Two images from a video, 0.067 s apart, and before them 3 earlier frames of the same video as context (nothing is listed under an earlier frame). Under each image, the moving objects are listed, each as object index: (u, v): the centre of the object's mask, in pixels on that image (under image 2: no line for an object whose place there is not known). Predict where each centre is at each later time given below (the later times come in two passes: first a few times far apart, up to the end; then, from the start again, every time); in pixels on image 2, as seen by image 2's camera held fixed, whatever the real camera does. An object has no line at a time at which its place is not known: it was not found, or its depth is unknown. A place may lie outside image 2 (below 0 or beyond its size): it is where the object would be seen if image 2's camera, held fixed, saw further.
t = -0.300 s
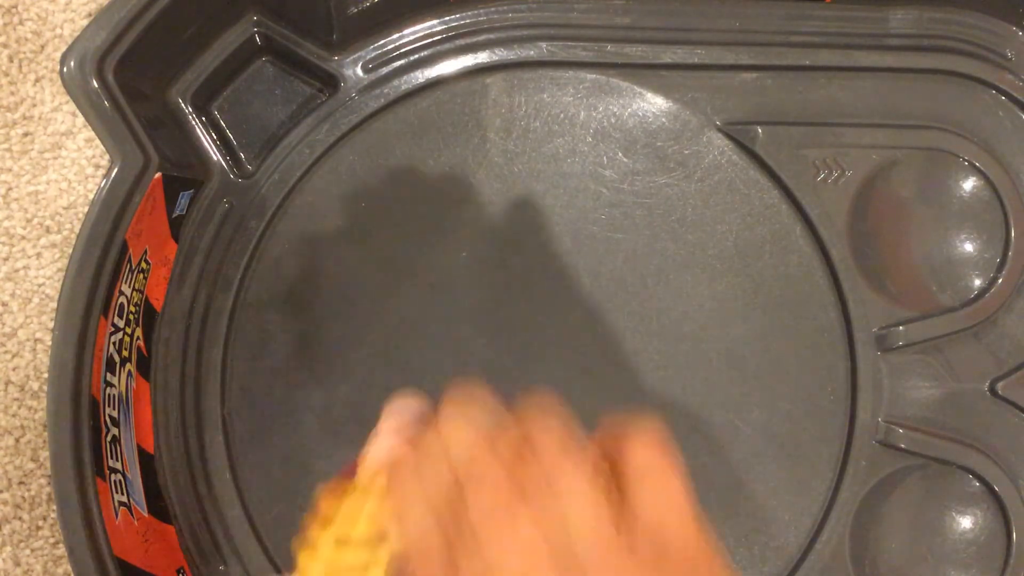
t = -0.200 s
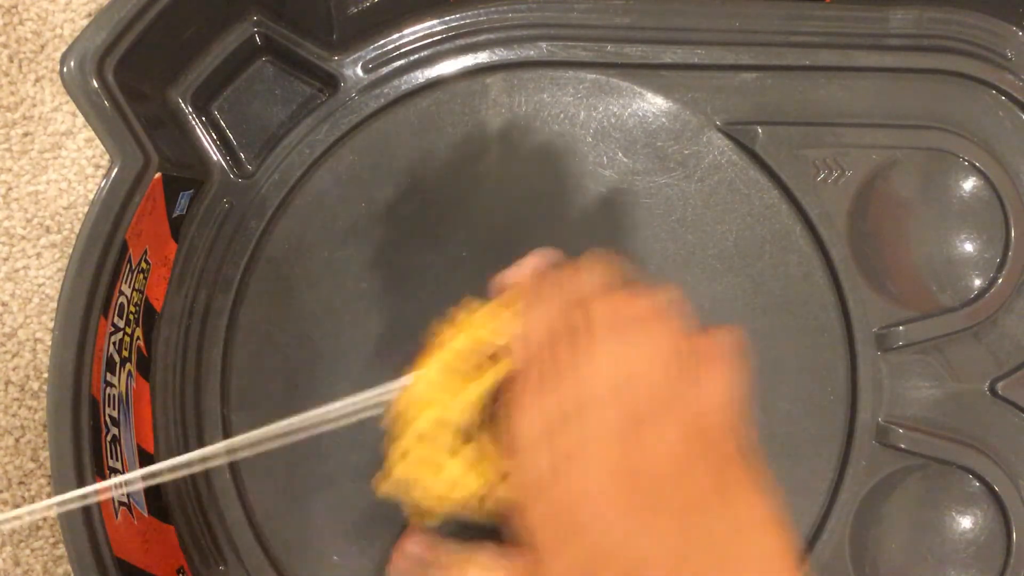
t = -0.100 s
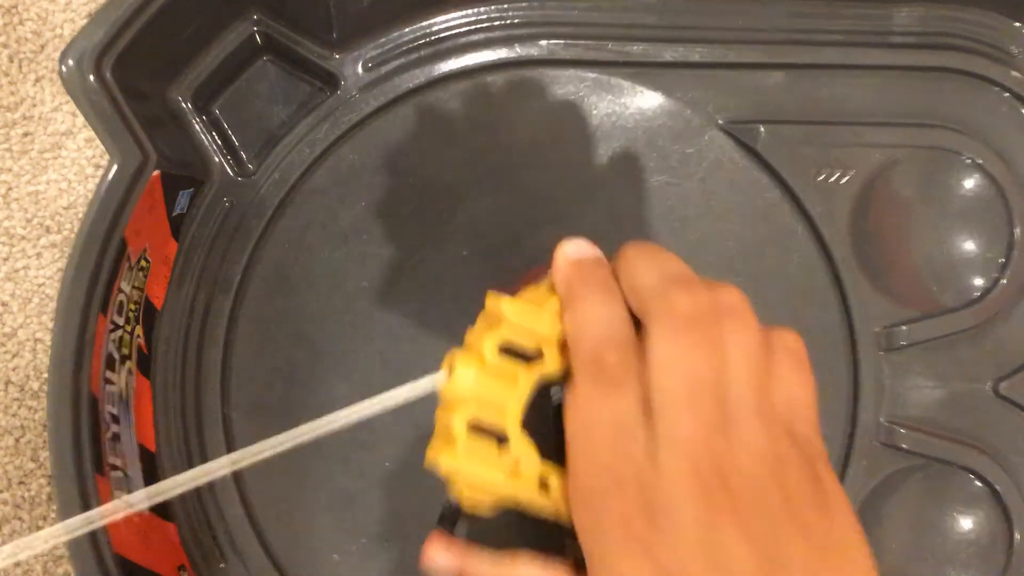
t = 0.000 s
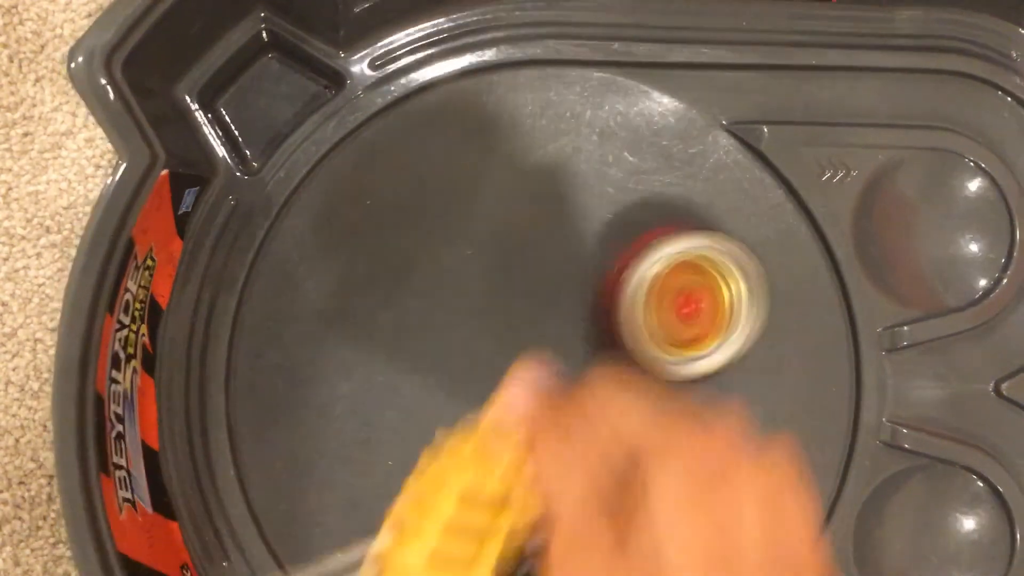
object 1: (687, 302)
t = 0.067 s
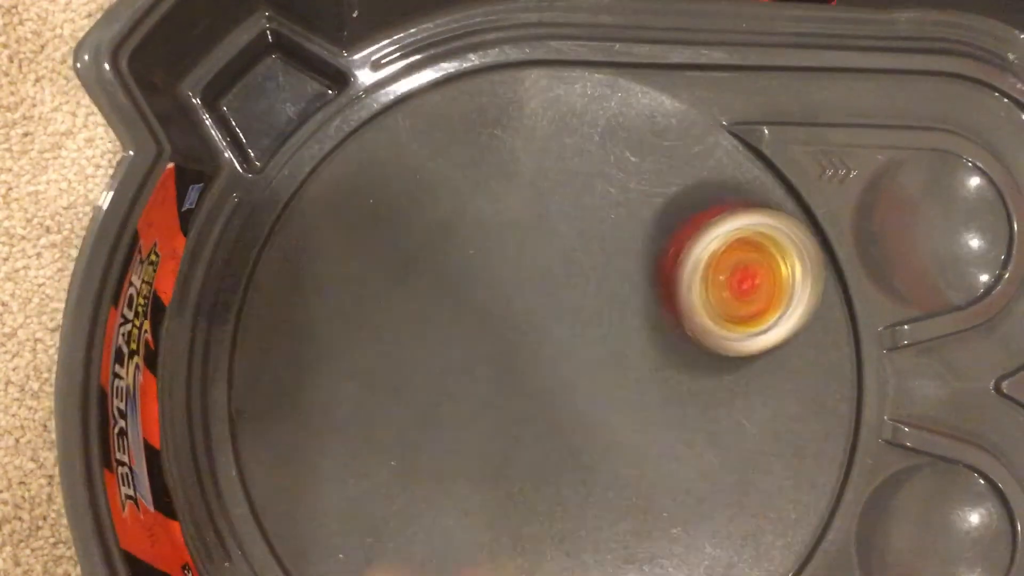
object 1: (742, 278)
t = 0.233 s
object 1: (806, 210)
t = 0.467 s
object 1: (670, 191)
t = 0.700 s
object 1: (526, 239)
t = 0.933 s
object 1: (575, 363)
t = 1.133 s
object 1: (710, 415)
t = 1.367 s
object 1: (782, 340)
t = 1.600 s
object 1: (712, 219)
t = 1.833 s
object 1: (633, 293)
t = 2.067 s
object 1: (677, 435)
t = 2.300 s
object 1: (734, 391)
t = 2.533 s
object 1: (691, 300)
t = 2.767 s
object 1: (616, 380)
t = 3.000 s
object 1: (633, 463)
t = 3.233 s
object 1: (675, 380)
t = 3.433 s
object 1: (651, 346)
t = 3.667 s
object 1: (614, 329)
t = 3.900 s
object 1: (641, 355)
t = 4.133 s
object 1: (635, 353)
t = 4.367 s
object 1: (606, 326)
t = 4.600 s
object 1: (609, 300)
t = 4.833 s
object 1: (658, 301)
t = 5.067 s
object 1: (691, 354)
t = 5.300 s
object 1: (625, 368)
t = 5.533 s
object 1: (628, 353)
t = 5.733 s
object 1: (679, 358)
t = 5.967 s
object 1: (683, 362)
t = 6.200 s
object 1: (644, 361)
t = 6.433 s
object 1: (626, 338)
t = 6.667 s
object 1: (649, 323)
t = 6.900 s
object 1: (679, 345)
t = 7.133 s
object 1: (664, 384)
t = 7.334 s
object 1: (628, 389)
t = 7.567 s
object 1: (607, 344)
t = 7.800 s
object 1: (628, 282)
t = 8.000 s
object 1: (665, 284)
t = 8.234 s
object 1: (692, 353)
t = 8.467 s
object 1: (654, 407)
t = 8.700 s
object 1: (604, 380)
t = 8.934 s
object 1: (631, 291)
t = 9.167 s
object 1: (688, 300)
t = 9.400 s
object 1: (645, 420)
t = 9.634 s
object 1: (579, 408)
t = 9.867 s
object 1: (590, 323)
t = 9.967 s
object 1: (612, 303)
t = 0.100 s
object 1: (764, 265)
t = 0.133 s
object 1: (783, 251)
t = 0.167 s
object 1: (799, 236)
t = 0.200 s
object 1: (806, 221)
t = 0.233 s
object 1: (806, 210)
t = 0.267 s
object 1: (798, 201)
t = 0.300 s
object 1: (785, 195)
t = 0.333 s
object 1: (766, 192)
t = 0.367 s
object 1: (747, 190)
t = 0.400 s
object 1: (722, 188)
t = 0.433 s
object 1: (697, 189)
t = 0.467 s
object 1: (670, 191)
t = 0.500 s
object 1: (644, 194)
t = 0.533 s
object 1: (619, 196)
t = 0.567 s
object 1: (599, 200)
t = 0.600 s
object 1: (577, 205)
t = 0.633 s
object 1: (558, 214)
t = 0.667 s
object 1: (540, 225)
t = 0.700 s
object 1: (526, 239)
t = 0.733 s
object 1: (517, 256)
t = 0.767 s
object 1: (514, 274)
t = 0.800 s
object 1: (519, 293)
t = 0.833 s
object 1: (526, 312)
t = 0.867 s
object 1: (540, 331)
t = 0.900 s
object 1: (557, 348)
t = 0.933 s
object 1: (575, 363)
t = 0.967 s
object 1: (598, 376)
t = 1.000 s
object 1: (623, 386)
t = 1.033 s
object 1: (647, 397)
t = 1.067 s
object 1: (670, 402)
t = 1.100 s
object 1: (689, 409)
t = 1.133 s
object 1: (710, 415)
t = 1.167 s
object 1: (729, 412)
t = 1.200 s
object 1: (746, 405)
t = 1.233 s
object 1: (761, 393)
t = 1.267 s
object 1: (772, 381)
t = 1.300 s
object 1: (778, 370)
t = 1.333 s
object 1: (781, 355)
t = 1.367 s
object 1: (782, 340)
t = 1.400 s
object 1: (781, 320)
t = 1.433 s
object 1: (775, 300)
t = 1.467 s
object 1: (766, 279)
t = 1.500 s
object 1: (754, 261)
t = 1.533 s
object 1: (739, 243)
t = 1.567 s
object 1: (726, 231)
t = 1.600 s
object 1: (712, 219)
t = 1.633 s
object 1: (694, 213)
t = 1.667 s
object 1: (677, 214)
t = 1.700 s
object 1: (663, 221)
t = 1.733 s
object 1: (651, 233)
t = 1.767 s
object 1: (643, 249)
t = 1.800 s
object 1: (635, 270)
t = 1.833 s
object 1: (633, 293)
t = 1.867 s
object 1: (632, 315)
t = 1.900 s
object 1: (635, 338)
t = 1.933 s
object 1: (640, 363)
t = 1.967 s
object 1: (649, 384)
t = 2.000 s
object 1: (657, 404)
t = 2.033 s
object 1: (667, 422)
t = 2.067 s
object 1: (677, 435)
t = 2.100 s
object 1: (687, 444)
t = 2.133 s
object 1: (696, 449)
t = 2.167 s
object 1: (709, 449)
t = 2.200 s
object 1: (719, 442)
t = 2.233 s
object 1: (726, 428)
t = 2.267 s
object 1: (729, 412)
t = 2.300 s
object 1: (734, 391)
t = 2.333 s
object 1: (737, 368)
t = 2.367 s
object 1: (736, 347)
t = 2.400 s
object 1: (732, 333)
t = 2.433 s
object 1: (725, 319)
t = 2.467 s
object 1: (714, 308)
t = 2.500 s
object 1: (701, 302)
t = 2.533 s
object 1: (691, 300)
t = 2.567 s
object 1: (681, 301)
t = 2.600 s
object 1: (666, 308)
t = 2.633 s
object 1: (652, 317)
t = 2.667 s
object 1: (640, 328)
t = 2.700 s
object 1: (627, 345)
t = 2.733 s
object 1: (620, 361)
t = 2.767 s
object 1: (616, 380)
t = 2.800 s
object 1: (613, 399)
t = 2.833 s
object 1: (615, 420)
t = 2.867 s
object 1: (620, 438)
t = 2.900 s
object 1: (624, 451)
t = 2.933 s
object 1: (628, 462)
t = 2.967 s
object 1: (630, 466)
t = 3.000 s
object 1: (633, 463)
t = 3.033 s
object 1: (636, 455)
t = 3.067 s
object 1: (645, 446)
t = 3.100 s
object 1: (654, 430)
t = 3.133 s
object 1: (659, 417)
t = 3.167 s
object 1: (667, 403)
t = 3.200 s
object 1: (672, 389)
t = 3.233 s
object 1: (675, 380)
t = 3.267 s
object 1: (679, 370)
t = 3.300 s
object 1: (681, 365)
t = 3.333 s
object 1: (678, 364)
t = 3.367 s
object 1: (672, 358)
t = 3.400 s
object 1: (661, 352)
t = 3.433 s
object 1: (651, 346)
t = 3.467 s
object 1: (641, 341)
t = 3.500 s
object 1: (633, 338)
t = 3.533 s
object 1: (625, 334)
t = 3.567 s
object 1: (620, 332)
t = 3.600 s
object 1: (616, 330)
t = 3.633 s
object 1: (614, 329)
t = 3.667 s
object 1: (614, 329)
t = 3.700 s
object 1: (615, 329)
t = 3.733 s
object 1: (618, 331)
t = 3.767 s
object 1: (621, 333)
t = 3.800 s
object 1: (626, 337)
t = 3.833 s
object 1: (631, 342)
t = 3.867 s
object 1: (636, 348)
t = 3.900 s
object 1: (641, 355)
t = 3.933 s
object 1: (643, 362)
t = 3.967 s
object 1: (644, 368)
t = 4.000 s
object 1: (642, 370)
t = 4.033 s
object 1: (643, 369)
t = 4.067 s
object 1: (642, 365)
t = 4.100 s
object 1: (640, 359)
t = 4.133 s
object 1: (635, 353)
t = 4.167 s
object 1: (632, 349)
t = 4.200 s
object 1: (627, 344)
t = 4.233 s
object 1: (622, 340)
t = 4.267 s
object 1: (618, 336)
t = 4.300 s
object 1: (613, 333)
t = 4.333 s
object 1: (609, 329)
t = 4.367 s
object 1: (606, 326)
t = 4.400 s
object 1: (603, 322)
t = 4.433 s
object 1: (601, 318)
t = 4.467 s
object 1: (600, 314)
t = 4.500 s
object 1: (601, 311)
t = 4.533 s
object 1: (602, 306)
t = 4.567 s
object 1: (605, 303)
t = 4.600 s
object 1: (609, 300)
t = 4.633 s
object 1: (614, 297)
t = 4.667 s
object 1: (620, 295)
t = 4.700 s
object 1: (627, 294)
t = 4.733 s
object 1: (634, 294)
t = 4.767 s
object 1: (642, 294)
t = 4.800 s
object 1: (650, 297)
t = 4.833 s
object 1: (658, 301)
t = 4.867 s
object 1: (667, 305)
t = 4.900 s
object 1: (674, 312)
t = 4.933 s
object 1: (681, 318)
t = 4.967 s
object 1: (686, 327)
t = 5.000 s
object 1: (690, 335)
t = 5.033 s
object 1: (691, 345)
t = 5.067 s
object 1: (691, 354)
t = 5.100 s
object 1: (688, 364)
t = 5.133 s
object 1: (682, 373)
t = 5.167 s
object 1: (672, 378)
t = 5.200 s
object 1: (659, 380)
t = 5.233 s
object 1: (646, 379)
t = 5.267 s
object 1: (633, 375)
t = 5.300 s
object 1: (625, 368)
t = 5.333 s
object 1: (619, 360)
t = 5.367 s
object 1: (615, 353)
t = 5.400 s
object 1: (613, 349)
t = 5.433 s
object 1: (613, 346)
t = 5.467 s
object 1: (616, 347)
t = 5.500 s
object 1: (621, 350)
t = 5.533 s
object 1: (628, 353)
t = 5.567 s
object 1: (638, 356)
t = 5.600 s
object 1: (649, 358)
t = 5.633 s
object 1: (659, 358)
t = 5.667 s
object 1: (666, 358)
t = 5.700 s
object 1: (673, 358)
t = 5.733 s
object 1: (679, 358)
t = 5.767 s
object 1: (685, 358)
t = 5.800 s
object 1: (688, 358)
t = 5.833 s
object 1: (689, 358)
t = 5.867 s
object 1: (690, 359)
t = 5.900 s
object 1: (688, 359)
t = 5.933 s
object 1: (685, 360)
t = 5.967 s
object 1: (683, 362)
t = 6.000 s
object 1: (678, 363)
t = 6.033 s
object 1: (672, 363)
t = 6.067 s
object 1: (667, 364)
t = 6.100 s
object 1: (661, 364)
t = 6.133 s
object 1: (654, 363)
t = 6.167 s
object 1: (648, 363)
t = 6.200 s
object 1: (644, 361)
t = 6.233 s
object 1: (638, 359)
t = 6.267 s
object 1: (634, 357)
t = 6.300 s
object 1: (631, 354)
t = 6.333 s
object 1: (628, 350)
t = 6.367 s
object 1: (627, 347)
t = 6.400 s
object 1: (626, 342)
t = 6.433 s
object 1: (626, 338)
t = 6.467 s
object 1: (627, 335)
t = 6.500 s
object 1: (630, 331)
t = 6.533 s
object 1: (632, 328)
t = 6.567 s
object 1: (636, 326)
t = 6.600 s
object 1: (640, 324)
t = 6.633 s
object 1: (644, 323)
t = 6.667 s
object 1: (649, 323)
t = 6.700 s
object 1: (654, 324)
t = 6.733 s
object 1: (660, 325)
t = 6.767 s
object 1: (665, 327)
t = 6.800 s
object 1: (669, 330)
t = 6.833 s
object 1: (674, 336)
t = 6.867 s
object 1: (676, 340)
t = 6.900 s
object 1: (679, 345)
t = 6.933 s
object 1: (680, 351)
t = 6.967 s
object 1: (680, 357)
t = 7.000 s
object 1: (679, 363)
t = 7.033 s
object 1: (677, 369)
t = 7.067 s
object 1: (674, 375)
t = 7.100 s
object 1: (669, 380)
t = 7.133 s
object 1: (664, 384)
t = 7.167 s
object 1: (658, 388)
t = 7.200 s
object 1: (653, 391)
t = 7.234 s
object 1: (646, 392)
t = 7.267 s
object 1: (641, 392)
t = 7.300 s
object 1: (634, 392)
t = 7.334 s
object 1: (628, 389)
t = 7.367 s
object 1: (623, 386)
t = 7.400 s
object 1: (619, 382)
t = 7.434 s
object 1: (614, 376)
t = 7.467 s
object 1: (612, 370)
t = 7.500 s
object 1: (610, 363)
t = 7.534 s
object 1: (609, 354)
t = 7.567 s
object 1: (607, 344)
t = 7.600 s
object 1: (607, 335)
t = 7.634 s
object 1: (607, 325)
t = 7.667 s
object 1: (610, 314)
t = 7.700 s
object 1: (614, 303)
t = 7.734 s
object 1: (618, 295)
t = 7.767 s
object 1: (622, 288)
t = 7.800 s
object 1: (628, 282)
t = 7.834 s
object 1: (633, 277)
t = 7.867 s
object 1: (639, 275)
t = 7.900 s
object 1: (645, 274)
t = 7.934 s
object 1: (651, 275)
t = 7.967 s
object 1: (659, 279)
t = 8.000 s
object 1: (665, 284)
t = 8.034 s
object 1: (671, 291)
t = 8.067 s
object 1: (676, 299)
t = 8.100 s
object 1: (681, 310)
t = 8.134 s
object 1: (685, 323)
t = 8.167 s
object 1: (688, 334)
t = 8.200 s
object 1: (691, 344)
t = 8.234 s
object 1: (692, 353)
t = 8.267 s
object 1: (691, 363)
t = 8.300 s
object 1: (688, 372)
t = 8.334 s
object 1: (683, 380)
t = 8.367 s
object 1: (676, 388)
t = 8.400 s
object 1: (670, 395)
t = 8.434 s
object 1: (663, 401)
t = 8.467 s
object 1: (654, 407)
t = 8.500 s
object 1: (646, 409)
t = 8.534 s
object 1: (637, 408)
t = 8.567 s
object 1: (629, 407)
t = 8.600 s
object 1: (622, 404)
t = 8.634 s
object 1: (615, 399)
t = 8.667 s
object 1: (608, 391)
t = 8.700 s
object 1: (604, 380)
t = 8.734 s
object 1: (601, 369)
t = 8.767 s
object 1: (600, 355)
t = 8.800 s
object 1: (601, 341)
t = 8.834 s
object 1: (604, 325)
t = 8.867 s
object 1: (611, 311)
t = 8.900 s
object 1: (621, 299)
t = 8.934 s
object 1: (631, 291)
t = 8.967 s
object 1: (642, 283)
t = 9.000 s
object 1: (655, 277)
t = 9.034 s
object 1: (667, 273)
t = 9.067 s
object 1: (676, 273)
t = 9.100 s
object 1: (683, 279)
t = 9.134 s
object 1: (688, 288)
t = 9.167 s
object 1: (688, 300)
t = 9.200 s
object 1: (685, 317)
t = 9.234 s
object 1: (682, 338)
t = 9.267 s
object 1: (676, 359)
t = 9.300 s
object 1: (669, 377)
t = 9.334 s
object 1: (663, 394)
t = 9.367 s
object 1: (655, 409)
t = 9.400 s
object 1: (645, 420)
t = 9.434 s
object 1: (635, 428)
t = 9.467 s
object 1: (623, 433)
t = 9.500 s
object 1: (613, 433)
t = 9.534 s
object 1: (601, 432)
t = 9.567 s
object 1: (591, 426)
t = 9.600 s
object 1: (584, 418)
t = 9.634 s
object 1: (579, 408)
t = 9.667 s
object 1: (575, 397)
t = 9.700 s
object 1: (574, 383)
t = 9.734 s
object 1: (575, 370)
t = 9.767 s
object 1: (577, 357)
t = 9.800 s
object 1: (582, 344)
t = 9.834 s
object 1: (585, 333)
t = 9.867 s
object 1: (590, 323)
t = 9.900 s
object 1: (597, 314)
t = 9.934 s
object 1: (605, 307)
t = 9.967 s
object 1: (612, 303)
